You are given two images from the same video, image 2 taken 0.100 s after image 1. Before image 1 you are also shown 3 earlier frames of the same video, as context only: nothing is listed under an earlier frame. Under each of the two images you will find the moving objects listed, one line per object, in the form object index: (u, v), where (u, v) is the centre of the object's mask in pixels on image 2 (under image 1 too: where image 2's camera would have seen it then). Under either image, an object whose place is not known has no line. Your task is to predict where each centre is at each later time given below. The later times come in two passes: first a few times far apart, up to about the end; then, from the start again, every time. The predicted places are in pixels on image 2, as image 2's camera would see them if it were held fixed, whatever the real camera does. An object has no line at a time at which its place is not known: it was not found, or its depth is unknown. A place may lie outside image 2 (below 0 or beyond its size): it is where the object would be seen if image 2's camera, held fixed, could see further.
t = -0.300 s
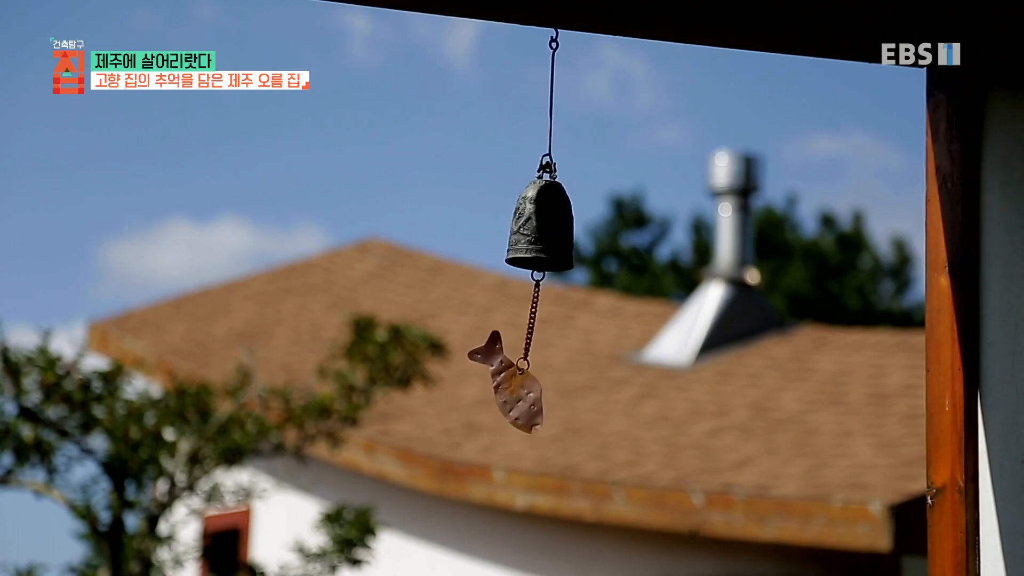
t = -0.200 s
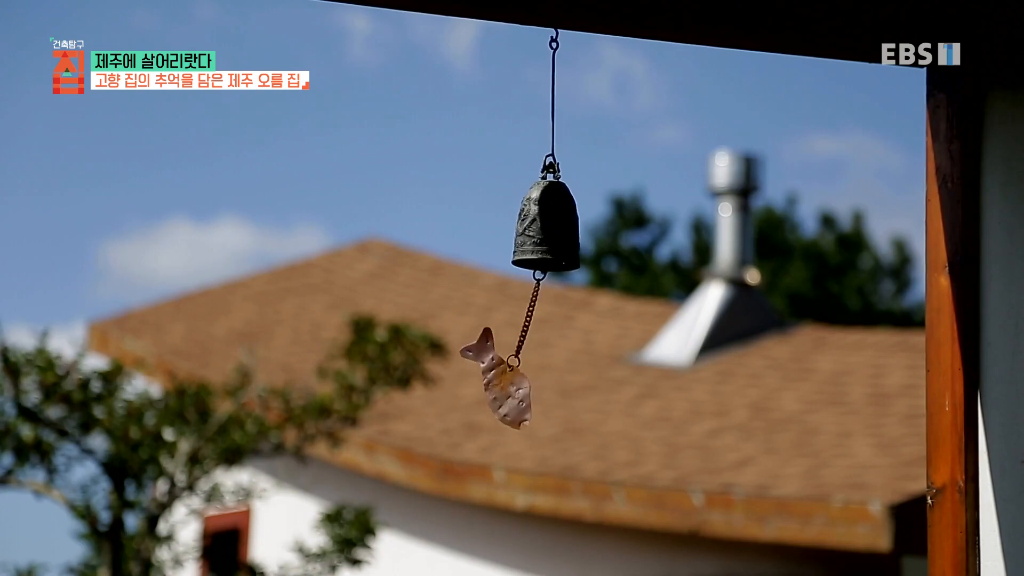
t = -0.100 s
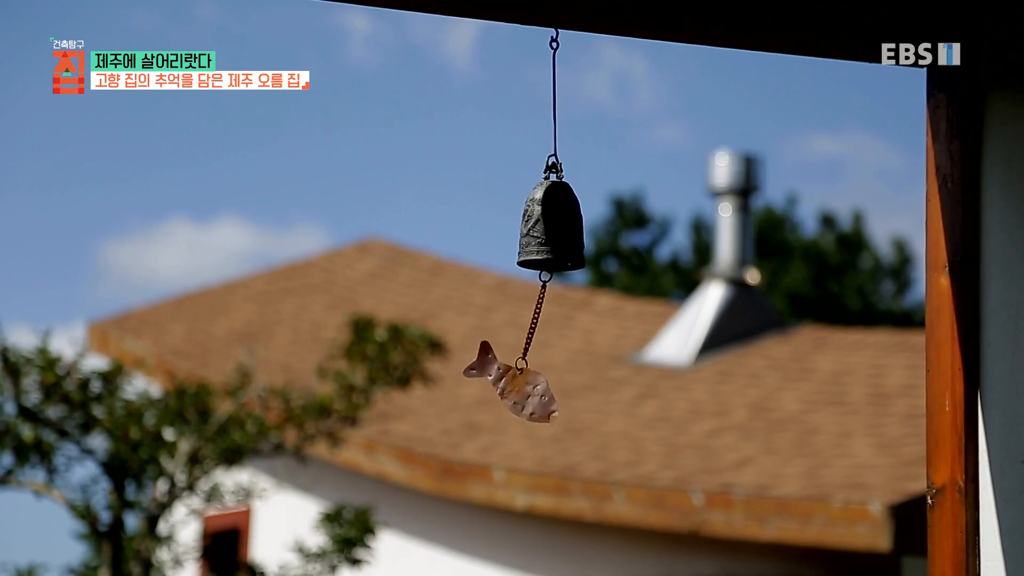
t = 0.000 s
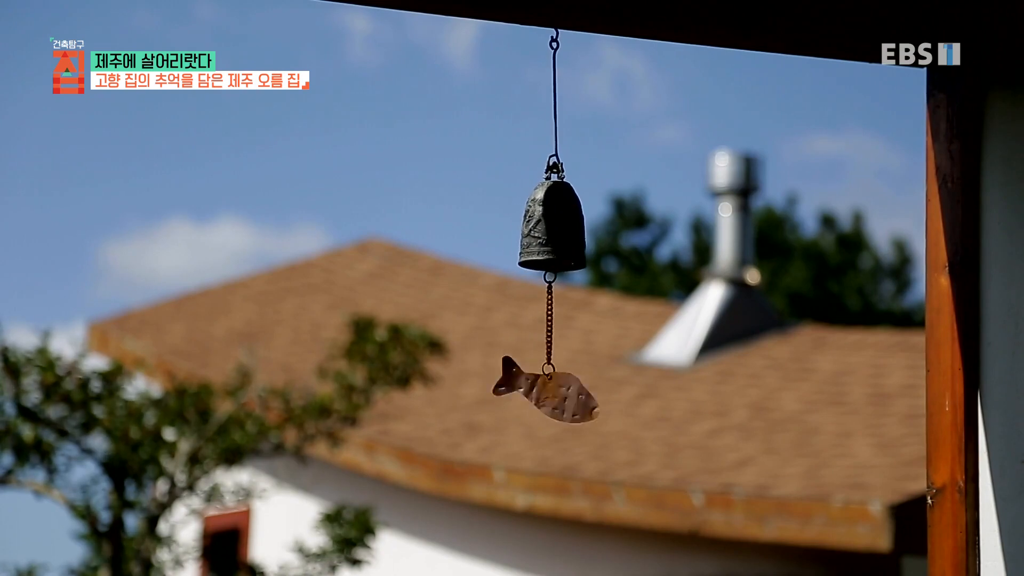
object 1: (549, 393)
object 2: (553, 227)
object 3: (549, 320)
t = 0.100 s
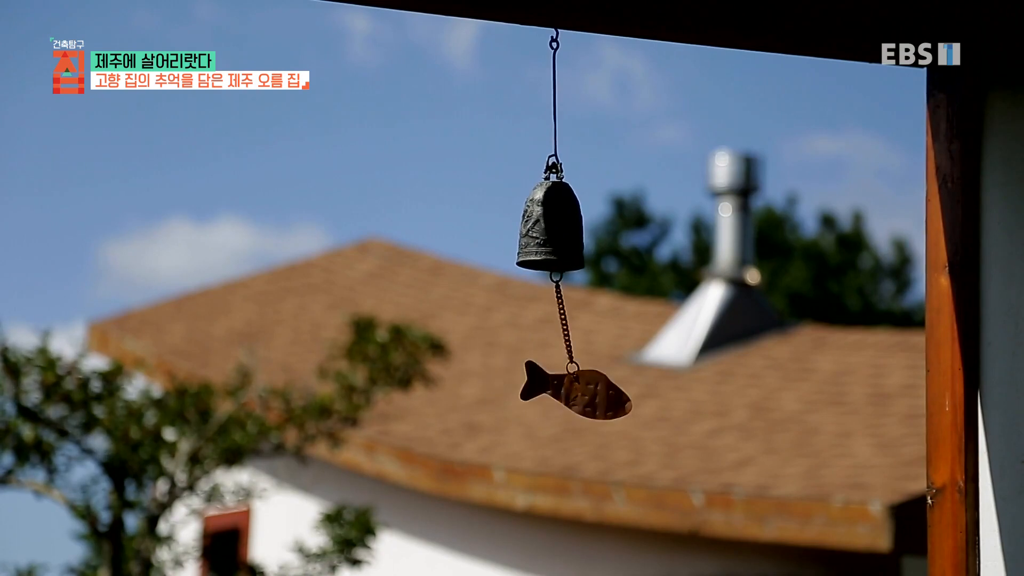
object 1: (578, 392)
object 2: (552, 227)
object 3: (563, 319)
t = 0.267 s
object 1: (573, 391)
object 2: (549, 228)
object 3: (558, 319)
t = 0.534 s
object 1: (504, 386)
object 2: (548, 227)
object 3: (528, 317)
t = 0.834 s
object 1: (562, 392)
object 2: (547, 227)
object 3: (551, 320)
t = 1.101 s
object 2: (551, 227)
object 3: (545, 321)
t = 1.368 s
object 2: (546, 227)
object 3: (535, 323)
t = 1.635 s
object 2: (546, 227)
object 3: (551, 321)
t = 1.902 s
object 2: (553, 227)
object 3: (546, 319)
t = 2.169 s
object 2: (545, 227)
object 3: (539, 319)
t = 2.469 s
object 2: (547, 230)
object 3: (539, 322)
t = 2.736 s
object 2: (552, 227)
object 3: (549, 324)
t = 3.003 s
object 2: (546, 227)
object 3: (551, 319)
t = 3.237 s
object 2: (547, 227)
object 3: (538, 319)
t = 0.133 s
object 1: (583, 391)
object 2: (551, 227)
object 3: (566, 318)
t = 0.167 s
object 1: (585, 390)
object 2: (550, 227)
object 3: (566, 318)
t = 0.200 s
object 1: (584, 389)
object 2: (549, 228)
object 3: (564, 318)
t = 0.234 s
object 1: (580, 390)
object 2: (549, 227)
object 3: (562, 319)
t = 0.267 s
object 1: (573, 391)
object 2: (549, 228)
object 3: (558, 319)
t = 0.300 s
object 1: (564, 392)
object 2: (548, 227)
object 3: (554, 319)
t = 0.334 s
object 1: (553, 392)
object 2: (548, 227)
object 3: (550, 319)
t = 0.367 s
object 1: (542, 392)
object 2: (548, 227)
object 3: (544, 319)
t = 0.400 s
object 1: (532, 392)
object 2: (548, 227)
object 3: (540, 319)
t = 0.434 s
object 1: (523, 391)
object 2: (548, 227)
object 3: (536, 318)
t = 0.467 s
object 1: (514, 389)
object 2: (548, 227)
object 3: (532, 318)
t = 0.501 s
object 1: (508, 387)
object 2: (548, 227)
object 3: (529, 317)
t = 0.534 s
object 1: (504, 386)
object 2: (548, 227)
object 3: (528, 317)
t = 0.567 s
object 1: (502, 386)
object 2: (547, 227)
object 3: (527, 317)
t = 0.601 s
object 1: (503, 386)
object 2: (547, 227)
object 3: (528, 317)
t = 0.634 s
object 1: (507, 387)
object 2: (547, 227)
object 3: (530, 317)
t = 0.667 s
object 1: (514, 389)
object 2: (547, 227)
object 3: (533, 318)
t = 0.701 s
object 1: (523, 391)
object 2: (547, 227)
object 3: (536, 319)
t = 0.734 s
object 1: (534, 393)
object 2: (547, 227)
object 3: (539, 319)
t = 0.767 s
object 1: (544, 394)
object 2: (547, 227)
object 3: (543, 320)
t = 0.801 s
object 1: (554, 393)
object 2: (547, 227)
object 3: (547, 320)
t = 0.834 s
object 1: (562, 392)
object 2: (547, 227)
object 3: (551, 320)
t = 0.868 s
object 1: (566, 392)
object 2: (548, 227)
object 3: (554, 320)
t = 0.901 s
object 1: (568, 391)
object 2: (548, 227)
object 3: (557, 320)
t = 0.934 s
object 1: (568, 390)
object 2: (548, 228)
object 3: (558, 319)
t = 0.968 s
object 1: (564, 390)
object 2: (549, 228)
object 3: (559, 320)
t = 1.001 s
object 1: (559, 389)
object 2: (550, 227)
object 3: (557, 320)
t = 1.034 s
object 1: (551, 388)
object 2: (550, 227)
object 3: (554, 320)
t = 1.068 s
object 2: (551, 227)
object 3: (550, 320)
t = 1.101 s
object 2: (551, 227)
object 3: (545, 321)
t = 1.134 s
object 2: (552, 227)
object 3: (540, 321)
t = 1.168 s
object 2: (551, 227)
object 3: (536, 321)
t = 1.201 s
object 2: (551, 227)
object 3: (533, 321)
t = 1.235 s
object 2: (550, 227)
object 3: (532, 321)
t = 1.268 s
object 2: (549, 227)
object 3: (532, 322)
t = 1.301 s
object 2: (548, 227)
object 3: (532, 322)
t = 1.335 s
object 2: (547, 227)
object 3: (532, 323)
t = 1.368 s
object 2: (546, 227)
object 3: (535, 323)
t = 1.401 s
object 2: (545, 227)
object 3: (538, 324)
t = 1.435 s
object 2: (544, 227)
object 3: (541, 324)
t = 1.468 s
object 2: (543, 227)
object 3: (543, 323)
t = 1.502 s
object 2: (543, 227)
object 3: (545, 323)
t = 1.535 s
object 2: (543, 227)
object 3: (547, 323)
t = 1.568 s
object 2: (544, 227)
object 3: (549, 322)
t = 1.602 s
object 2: (545, 227)
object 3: (550, 322)
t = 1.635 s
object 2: (546, 227)
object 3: (551, 321)
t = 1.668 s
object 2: (547, 228)
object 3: (551, 321)
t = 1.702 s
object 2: (548, 228)
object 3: (551, 320)
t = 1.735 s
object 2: (550, 227)
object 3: (551, 320)
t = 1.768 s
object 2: (551, 227)
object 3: (550, 320)
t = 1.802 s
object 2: (552, 227)
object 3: (549, 319)
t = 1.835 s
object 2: (553, 227)
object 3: (548, 319)
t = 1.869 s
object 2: (553, 227)
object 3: (548, 318)
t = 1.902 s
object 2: (553, 227)
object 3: (546, 319)
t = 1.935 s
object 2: (553, 227)
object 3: (544, 320)
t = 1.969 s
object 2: (552, 227)
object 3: (543, 319)
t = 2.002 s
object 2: (552, 226)
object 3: (542, 319)
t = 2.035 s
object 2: (551, 226)
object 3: (541, 319)
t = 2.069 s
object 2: (549, 226)
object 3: (540, 320)
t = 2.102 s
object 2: (548, 227)
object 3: (539, 319)
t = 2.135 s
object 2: (546, 227)
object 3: (539, 319)
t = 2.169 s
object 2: (545, 227)
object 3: (539, 319)
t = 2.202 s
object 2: (544, 227)
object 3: (539, 320)
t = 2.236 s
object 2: (543, 227)
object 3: (539, 321)
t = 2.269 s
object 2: (543, 227)
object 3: (540, 321)
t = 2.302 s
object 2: (543, 227)
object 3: (541, 322)
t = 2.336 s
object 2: (543, 227)
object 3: (542, 322)
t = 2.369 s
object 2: (543, 228)
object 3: (542, 322)
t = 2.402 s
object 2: (544, 228)
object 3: (541, 323)
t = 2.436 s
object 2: (545, 227)
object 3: (540, 323)
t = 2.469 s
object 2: (547, 230)
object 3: (539, 322)
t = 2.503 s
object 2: (548, 227)
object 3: (538, 323)
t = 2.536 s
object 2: (549, 228)
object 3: (539, 323)
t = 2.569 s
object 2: (550, 230)
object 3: (540, 324)
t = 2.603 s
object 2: (551, 230)
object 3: (541, 324)
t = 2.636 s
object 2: (552, 227)
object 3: (543, 325)
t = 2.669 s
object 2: (552, 227)
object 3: (545, 324)
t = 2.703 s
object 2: (552, 227)
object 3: (548, 324)
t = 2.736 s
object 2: (552, 227)
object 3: (549, 324)
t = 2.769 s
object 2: (551, 227)
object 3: (551, 324)
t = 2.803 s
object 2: (551, 226)
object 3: (552, 324)
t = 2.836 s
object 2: (550, 226)
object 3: (552, 323)
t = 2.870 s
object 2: (549, 227)
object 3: (552, 323)
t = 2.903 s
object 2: (548, 227)
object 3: (552, 322)
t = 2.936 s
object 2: (548, 227)
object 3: (552, 320)
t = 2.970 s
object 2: (547, 227)
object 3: (551, 320)
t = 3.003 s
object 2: (546, 227)
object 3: (551, 319)
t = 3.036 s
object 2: (546, 227)
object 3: (549, 319)
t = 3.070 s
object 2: (546, 227)
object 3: (548, 319)
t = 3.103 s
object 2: (546, 227)
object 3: (546, 319)
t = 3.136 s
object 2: (546, 227)
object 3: (544, 319)
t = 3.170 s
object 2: (546, 227)
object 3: (541, 319)
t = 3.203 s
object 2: (547, 227)
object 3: (539, 319)
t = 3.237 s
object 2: (547, 227)
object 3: (538, 319)
